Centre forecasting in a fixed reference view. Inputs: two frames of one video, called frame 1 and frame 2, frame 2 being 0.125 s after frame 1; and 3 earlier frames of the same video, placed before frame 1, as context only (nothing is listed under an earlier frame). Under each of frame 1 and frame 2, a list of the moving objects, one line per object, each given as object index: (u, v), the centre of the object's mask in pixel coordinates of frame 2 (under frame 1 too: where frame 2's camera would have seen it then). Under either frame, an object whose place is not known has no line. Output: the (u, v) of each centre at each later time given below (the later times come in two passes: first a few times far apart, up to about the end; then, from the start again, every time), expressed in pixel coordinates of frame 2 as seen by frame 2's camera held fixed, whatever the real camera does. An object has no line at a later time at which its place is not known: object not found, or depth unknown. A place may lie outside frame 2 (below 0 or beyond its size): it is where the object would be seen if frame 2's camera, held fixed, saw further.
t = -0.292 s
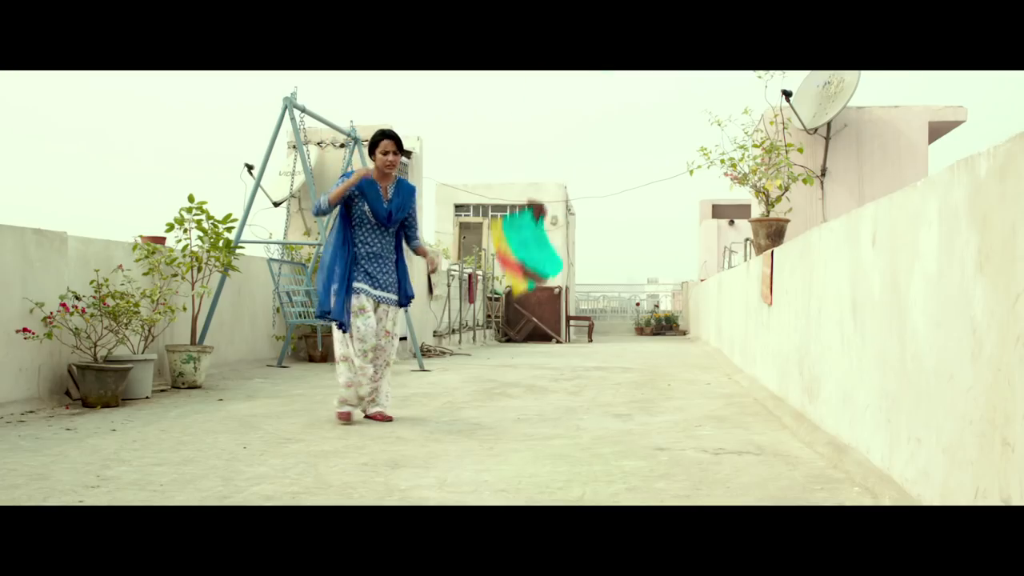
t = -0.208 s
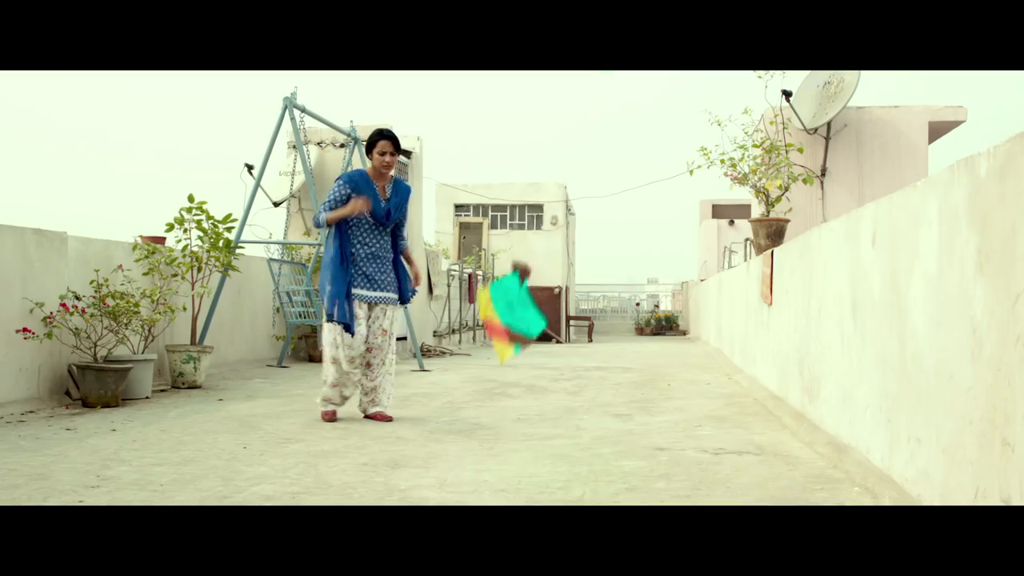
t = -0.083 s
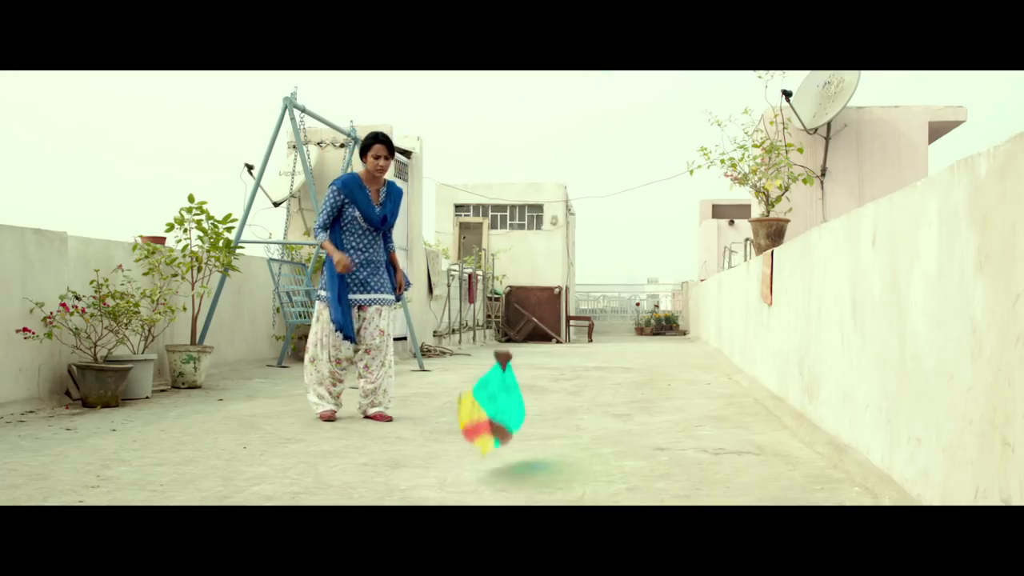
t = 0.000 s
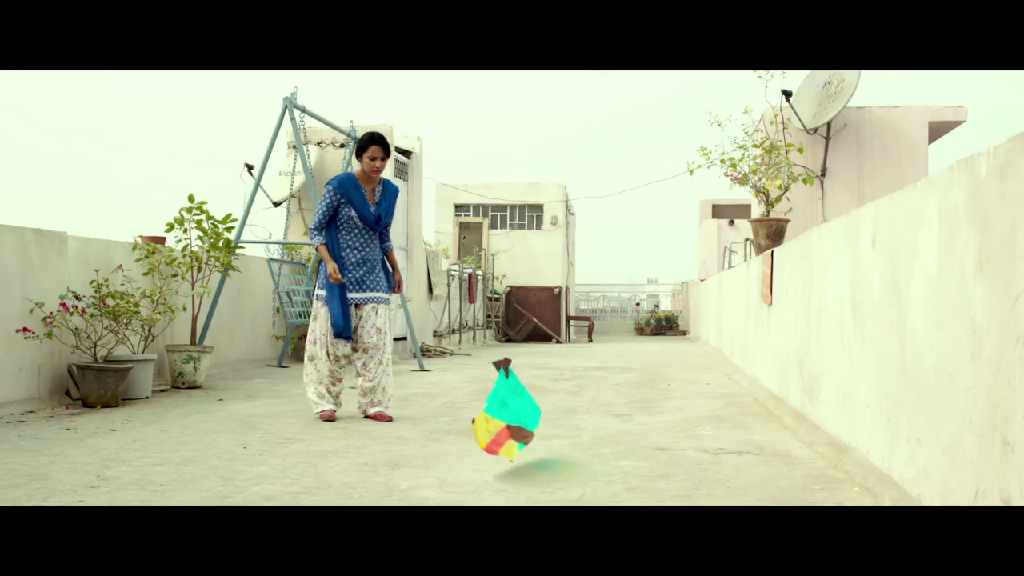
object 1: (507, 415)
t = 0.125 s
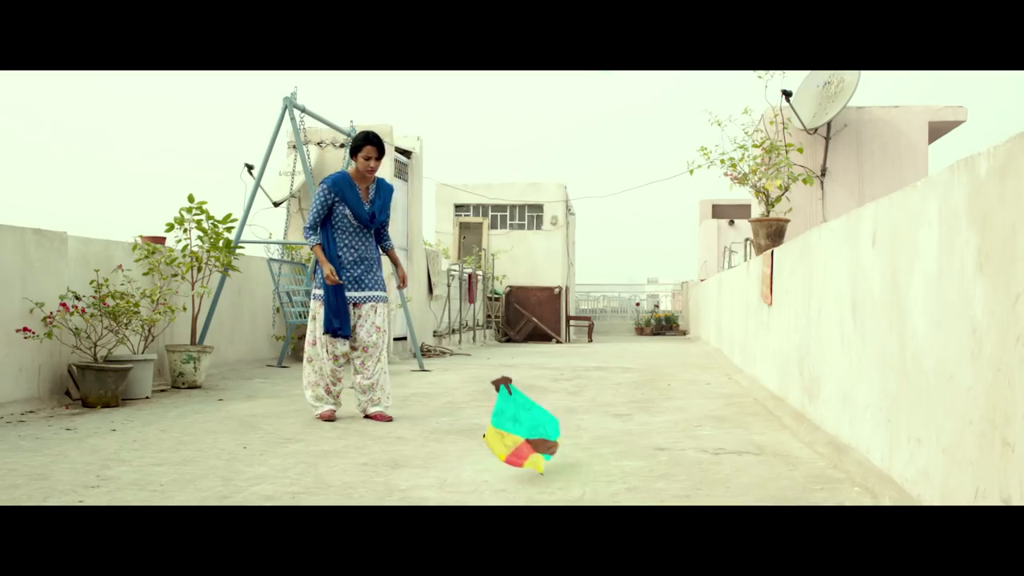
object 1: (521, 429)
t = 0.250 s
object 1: (530, 441)
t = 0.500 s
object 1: (530, 464)
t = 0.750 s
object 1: (500, 474)
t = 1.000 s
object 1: (472, 478)
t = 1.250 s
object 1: (471, 478)
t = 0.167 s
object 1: (526, 433)
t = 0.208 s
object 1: (528, 437)
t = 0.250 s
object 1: (530, 441)
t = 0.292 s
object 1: (531, 445)
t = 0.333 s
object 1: (532, 449)
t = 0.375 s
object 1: (532, 454)
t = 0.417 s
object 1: (532, 458)
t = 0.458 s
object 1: (531, 461)
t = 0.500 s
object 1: (530, 464)
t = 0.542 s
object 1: (527, 466)
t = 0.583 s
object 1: (523, 468)
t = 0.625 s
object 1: (518, 470)
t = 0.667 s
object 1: (513, 471)
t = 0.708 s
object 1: (507, 473)
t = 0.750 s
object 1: (500, 474)
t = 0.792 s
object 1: (494, 475)
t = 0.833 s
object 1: (488, 476)
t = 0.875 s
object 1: (483, 477)
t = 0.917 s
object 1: (478, 478)
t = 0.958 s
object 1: (474, 478)
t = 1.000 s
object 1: (472, 478)
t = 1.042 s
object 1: (471, 478)
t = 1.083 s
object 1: (471, 478)
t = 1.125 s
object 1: (471, 478)
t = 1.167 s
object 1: (471, 478)
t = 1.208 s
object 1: (471, 478)
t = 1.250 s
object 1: (471, 478)
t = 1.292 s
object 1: (471, 478)
